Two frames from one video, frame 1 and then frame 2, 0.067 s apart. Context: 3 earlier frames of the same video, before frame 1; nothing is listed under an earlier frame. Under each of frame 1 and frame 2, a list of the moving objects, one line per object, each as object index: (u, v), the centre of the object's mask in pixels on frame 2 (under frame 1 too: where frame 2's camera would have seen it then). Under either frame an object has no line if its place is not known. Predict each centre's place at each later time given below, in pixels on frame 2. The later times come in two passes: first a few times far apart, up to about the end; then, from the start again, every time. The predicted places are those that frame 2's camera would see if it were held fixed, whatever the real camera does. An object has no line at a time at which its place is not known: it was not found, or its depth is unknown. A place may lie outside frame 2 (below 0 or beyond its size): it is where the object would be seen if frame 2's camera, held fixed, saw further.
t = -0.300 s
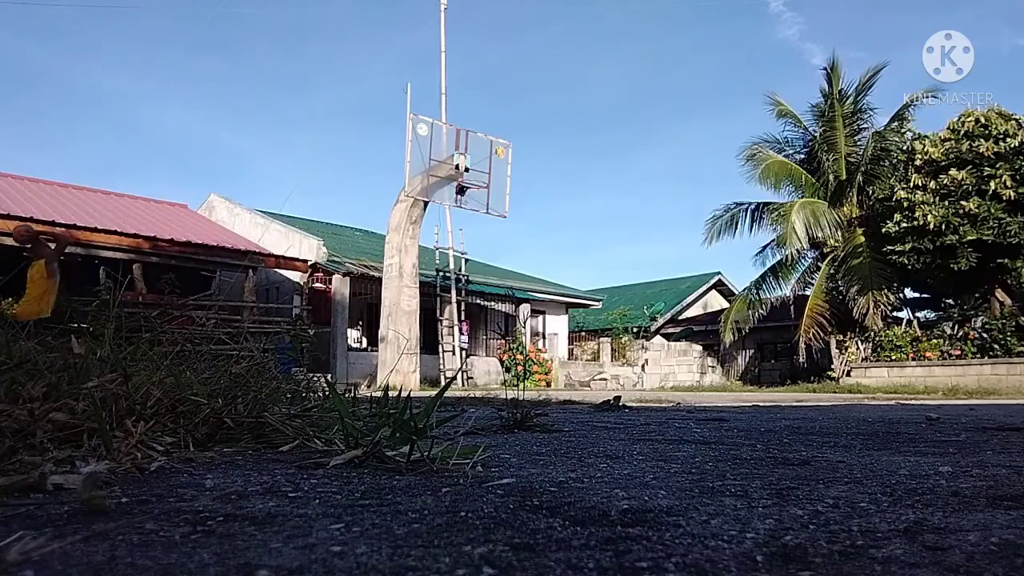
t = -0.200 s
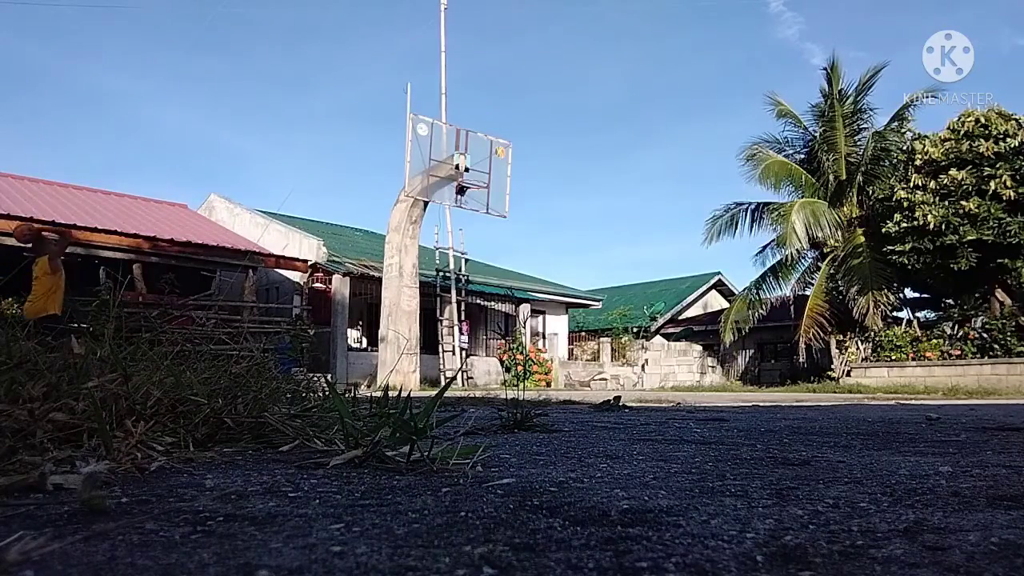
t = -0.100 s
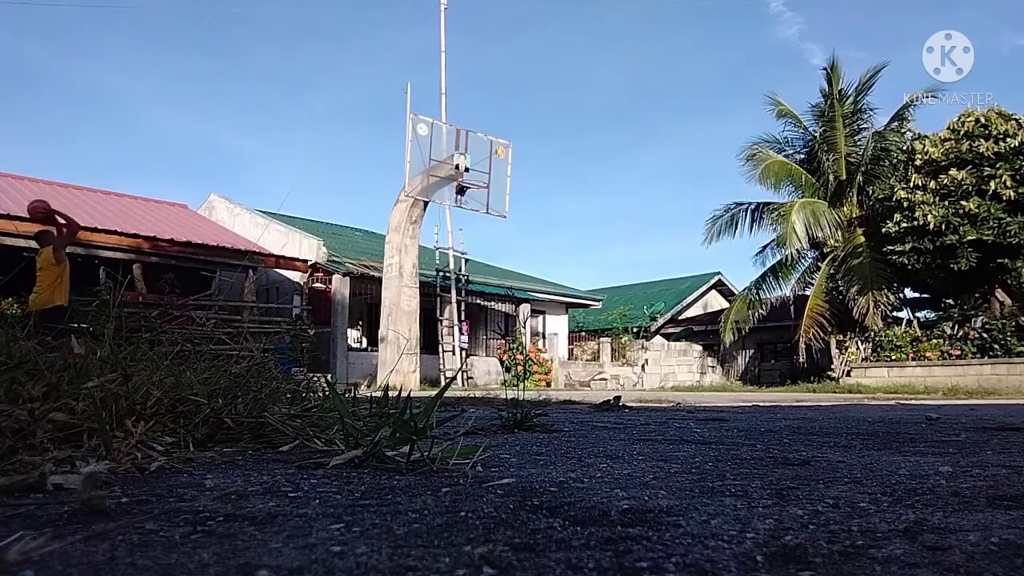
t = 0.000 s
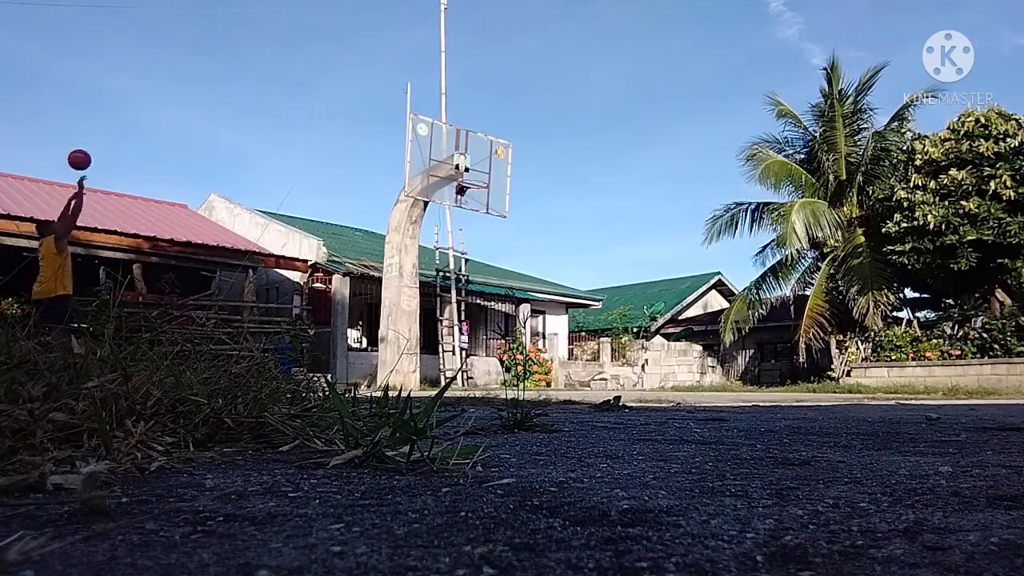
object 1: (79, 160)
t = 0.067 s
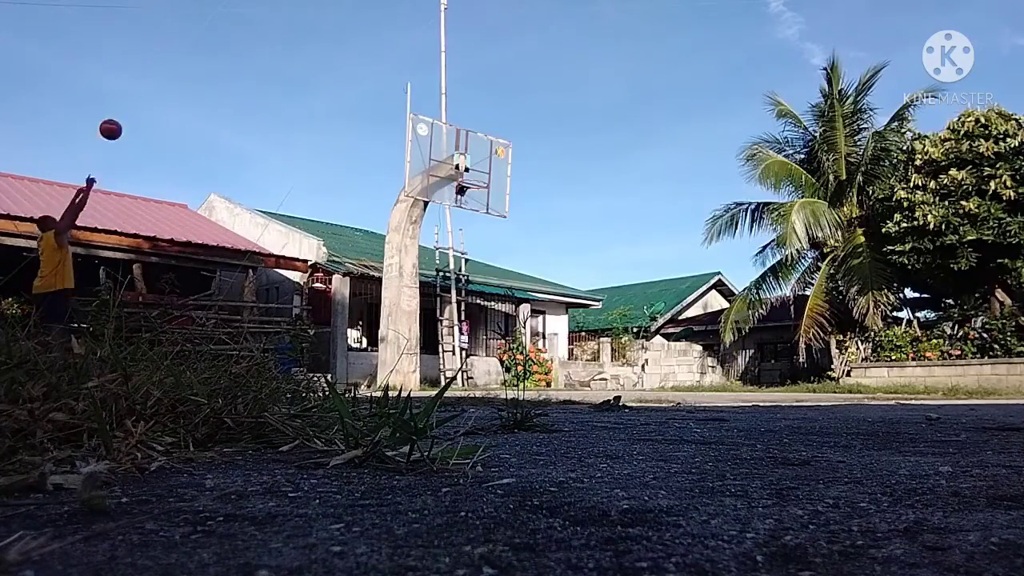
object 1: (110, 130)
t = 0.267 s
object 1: (195, 69)
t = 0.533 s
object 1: (291, 47)
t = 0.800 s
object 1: (372, 75)
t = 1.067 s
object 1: (441, 147)
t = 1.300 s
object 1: (464, 222)
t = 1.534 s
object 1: (467, 318)
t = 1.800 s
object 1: (465, 319)
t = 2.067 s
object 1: (458, 238)
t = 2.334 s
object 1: (449, 212)
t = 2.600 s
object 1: (437, 251)
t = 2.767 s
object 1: (429, 315)
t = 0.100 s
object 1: (125, 116)
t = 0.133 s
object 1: (140, 105)
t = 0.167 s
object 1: (154, 94)
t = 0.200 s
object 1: (168, 85)
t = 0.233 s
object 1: (182, 76)
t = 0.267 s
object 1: (195, 69)
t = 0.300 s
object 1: (208, 63)
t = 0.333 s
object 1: (220, 58)
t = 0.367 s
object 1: (233, 54)
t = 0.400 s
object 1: (245, 51)
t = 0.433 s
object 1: (257, 48)
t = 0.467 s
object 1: (268, 47)
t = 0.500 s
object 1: (280, 47)
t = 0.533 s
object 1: (291, 47)
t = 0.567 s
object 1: (302, 47)
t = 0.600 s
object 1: (312, 49)
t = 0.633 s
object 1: (323, 51)
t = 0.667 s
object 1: (333, 55)
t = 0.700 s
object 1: (343, 59)
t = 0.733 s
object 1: (353, 64)
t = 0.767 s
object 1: (362, 69)
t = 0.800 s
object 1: (372, 75)
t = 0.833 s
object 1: (381, 82)
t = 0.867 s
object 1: (390, 90)
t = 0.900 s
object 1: (399, 98)
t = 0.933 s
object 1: (408, 106)
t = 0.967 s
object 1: (416, 115)
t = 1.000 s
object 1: (425, 125)
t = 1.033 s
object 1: (433, 136)
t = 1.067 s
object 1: (441, 147)
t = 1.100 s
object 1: (449, 159)
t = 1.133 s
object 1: (457, 172)
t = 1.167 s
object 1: (463, 180)
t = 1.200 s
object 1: (464, 187)
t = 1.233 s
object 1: (464, 202)
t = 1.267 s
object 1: (464, 212)
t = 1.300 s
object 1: (464, 222)
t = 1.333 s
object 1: (465, 233)
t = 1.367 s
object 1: (465, 245)
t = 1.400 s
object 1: (466, 258)
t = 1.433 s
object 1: (465, 271)
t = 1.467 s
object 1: (465, 286)
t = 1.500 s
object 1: (466, 302)
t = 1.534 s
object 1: (467, 318)
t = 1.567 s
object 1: (468, 336)
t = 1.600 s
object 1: (468, 355)
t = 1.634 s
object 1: (468, 377)
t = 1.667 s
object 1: (467, 378)
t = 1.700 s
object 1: (468, 362)
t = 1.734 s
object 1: (467, 347)
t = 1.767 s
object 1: (467, 332)
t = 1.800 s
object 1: (465, 319)
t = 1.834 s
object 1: (464, 306)
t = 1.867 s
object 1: (464, 294)
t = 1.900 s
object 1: (463, 282)
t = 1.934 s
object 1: (462, 272)
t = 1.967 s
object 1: (461, 261)
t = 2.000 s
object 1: (460, 253)
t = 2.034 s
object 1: (459, 245)
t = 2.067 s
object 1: (458, 238)
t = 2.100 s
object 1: (457, 231)
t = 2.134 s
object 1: (456, 226)
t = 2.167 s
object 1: (454, 221)
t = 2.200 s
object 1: (454, 218)
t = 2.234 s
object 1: (452, 215)
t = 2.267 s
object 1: (451, 213)
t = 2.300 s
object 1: (450, 212)
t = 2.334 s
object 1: (449, 212)
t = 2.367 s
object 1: (448, 212)
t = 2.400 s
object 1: (446, 215)
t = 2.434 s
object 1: (445, 218)
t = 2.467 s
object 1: (443, 222)
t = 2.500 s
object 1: (442, 228)
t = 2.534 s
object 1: (441, 234)
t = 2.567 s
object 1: (439, 242)
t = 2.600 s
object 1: (437, 251)
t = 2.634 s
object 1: (435, 260)
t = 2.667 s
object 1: (434, 272)
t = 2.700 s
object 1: (433, 284)
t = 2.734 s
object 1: (431, 299)
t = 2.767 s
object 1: (429, 315)
